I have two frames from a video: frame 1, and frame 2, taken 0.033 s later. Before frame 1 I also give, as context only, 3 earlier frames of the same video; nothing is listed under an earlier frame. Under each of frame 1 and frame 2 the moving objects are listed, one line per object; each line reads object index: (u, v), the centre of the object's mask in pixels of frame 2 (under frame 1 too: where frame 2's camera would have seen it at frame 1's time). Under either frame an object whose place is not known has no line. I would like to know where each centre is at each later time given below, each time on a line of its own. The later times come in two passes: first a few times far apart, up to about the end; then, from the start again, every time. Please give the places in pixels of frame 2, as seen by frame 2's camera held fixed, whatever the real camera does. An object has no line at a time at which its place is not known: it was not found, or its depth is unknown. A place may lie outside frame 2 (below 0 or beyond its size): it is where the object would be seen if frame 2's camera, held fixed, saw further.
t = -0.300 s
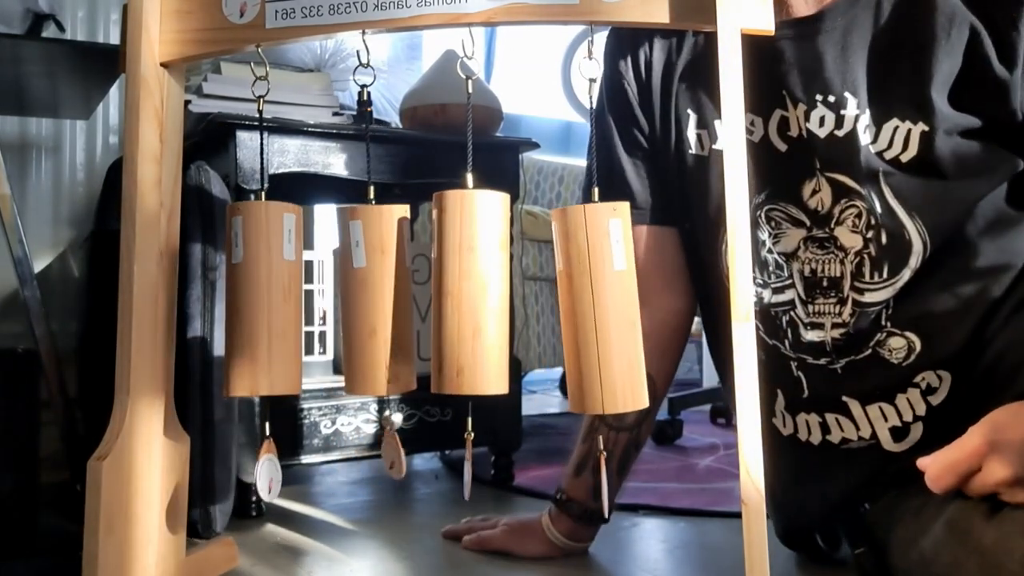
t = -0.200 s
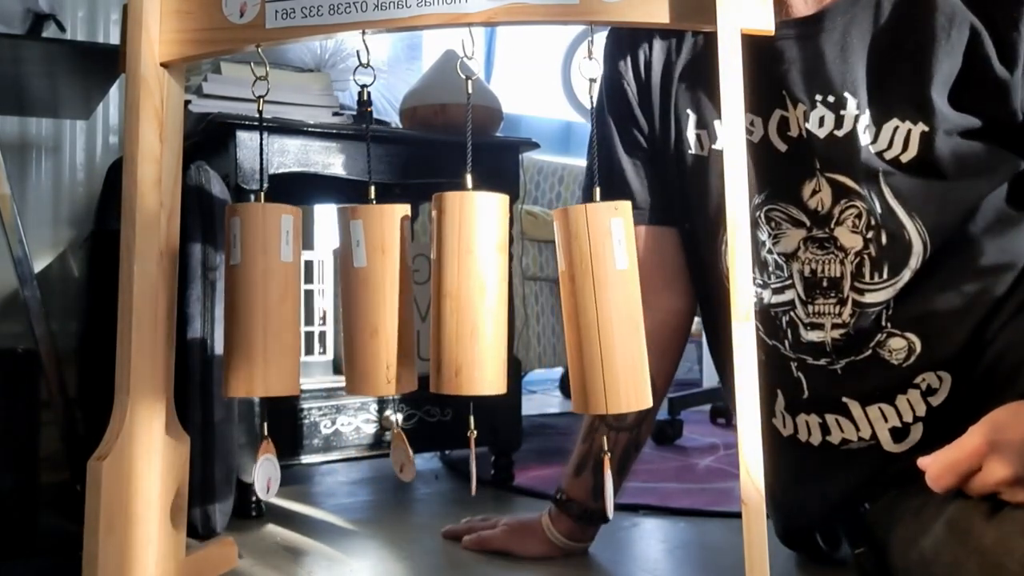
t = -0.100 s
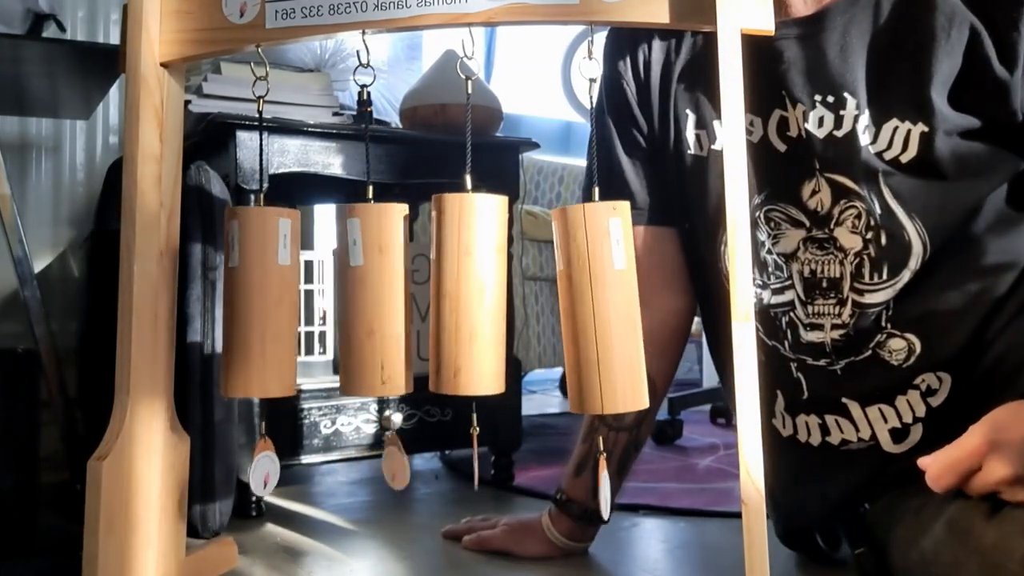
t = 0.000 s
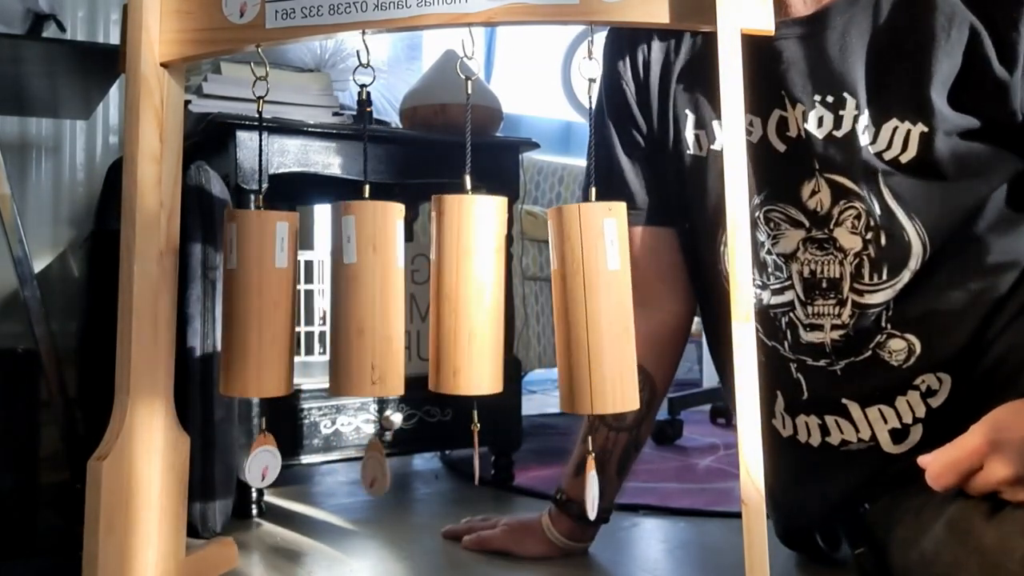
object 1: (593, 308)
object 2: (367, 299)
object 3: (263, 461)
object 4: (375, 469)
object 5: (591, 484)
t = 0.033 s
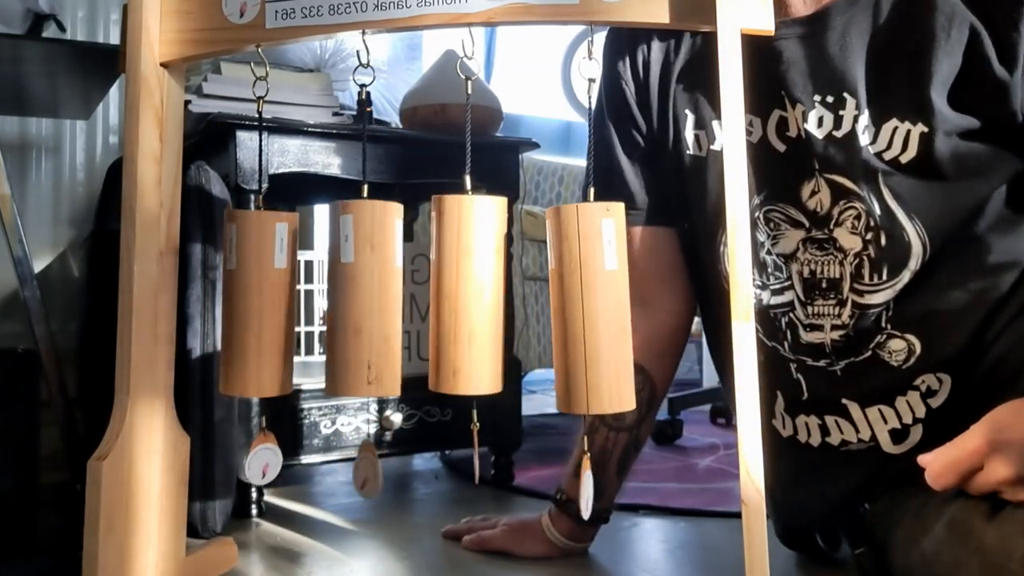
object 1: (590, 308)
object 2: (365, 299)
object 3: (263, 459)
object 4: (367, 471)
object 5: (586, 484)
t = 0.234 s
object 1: (576, 308)
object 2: (353, 298)
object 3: (266, 452)
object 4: (328, 472)
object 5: (558, 479)
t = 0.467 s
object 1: (581, 308)
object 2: (359, 300)
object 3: (266, 467)
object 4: (350, 466)
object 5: (568, 476)
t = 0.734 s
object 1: (600, 309)
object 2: (375, 299)
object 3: (265, 472)
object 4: (400, 455)
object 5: (604, 481)
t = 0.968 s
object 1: (596, 308)
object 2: (370, 300)
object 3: (262, 465)
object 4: (379, 463)
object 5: (596, 484)
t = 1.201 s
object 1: (578, 308)
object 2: (354, 298)
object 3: (263, 454)
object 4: (335, 473)
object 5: (563, 481)
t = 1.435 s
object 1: (578, 308)
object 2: (356, 299)
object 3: (263, 465)
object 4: (346, 469)
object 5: (561, 477)
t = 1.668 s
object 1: (595, 309)
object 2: (373, 299)
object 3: (266, 472)
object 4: (388, 456)
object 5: (596, 481)
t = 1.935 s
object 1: (599, 308)
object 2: (373, 300)
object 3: (262, 468)
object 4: (386, 463)
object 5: (601, 485)
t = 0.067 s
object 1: (587, 309)
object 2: (362, 299)
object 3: (264, 457)
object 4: (358, 472)
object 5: (580, 484)
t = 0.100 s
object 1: (585, 308)
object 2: (359, 298)
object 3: (265, 454)
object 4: (350, 473)
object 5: (575, 484)
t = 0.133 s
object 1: (582, 308)
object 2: (357, 298)
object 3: (265, 453)
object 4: (343, 473)
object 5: (570, 482)
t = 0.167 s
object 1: (580, 308)
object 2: (355, 298)
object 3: (266, 452)
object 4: (337, 473)
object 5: (565, 481)
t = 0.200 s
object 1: (578, 308)
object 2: (353, 298)
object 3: (266, 452)
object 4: (332, 473)
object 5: (561, 479)
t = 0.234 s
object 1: (576, 308)
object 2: (353, 298)
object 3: (266, 452)
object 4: (328, 472)
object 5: (558, 479)
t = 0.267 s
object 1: (575, 308)
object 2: (352, 298)
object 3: (266, 453)
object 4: (326, 471)
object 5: (557, 477)
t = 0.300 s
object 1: (575, 308)
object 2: (352, 298)
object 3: (266, 455)
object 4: (326, 471)
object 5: (556, 476)
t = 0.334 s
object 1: (575, 308)
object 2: (353, 298)
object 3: (266, 458)
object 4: (328, 470)
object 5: (556, 476)
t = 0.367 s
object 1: (576, 308)
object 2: (354, 298)
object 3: (266, 460)
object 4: (331, 470)
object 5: (557, 475)
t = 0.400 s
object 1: (577, 308)
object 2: (356, 299)
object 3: (266, 463)
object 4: (336, 469)
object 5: (560, 475)
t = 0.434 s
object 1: (578, 308)
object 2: (357, 299)
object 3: (266, 465)
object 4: (343, 467)
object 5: (563, 476)
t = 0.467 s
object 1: (581, 308)
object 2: (359, 300)
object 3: (266, 467)
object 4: (350, 466)
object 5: (568, 476)
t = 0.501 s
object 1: (583, 309)
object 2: (362, 300)
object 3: (266, 469)
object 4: (358, 465)
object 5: (572, 477)
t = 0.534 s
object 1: (586, 309)
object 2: (365, 300)
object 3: (266, 470)
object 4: (366, 463)
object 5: (578, 479)
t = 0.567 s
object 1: (589, 309)
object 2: (368, 300)
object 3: (266, 471)
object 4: (374, 461)
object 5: (583, 479)
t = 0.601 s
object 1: (591, 309)
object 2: (370, 300)
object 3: (266, 472)
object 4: (381, 458)
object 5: (588, 479)
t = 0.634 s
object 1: (594, 309)
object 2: (372, 300)
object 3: (266, 472)
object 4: (387, 457)
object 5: (593, 479)
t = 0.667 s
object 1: (596, 309)
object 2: (373, 299)
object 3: (266, 472)
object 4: (393, 456)
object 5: (597, 479)
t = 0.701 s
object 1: (598, 309)
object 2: (375, 299)
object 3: (266, 472)
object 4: (397, 455)
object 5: (601, 480)
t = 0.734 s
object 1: (600, 309)
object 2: (375, 299)
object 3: (265, 472)
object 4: (400, 455)
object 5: (604, 481)
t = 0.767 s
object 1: (601, 309)
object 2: (377, 299)
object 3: (265, 472)
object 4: (401, 455)
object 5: (606, 481)
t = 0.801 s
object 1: (602, 308)
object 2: (377, 300)
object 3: (265, 471)
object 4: (401, 456)
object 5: (606, 482)
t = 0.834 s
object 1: (602, 308)
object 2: (377, 300)
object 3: (264, 471)
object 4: (400, 458)
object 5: (606, 482)
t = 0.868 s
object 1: (601, 308)
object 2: (376, 300)
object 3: (264, 470)
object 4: (396, 459)
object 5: (605, 483)
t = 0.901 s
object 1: (600, 308)
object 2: (374, 300)
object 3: (263, 469)
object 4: (392, 461)
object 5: (603, 483)
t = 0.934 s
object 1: (598, 308)
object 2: (372, 300)
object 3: (262, 467)
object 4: (386, 464)
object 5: (600, 484)
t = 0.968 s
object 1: (596, 308)
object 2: (370, 300)
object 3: (262, 465)
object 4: (379, 463)
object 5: (596, 484)
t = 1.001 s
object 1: (594, 308)
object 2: (369, 300)
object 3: (261, 463)
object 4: (372, 467)
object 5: (592, 485)
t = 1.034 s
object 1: (591, 308)
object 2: (366, 299)
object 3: (261, 461)
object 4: (365, 469)
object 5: (587, 485)
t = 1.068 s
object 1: (588, 308)
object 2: (363, 299)
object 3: (261, 459)
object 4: (358, 471)
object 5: (582, 485)
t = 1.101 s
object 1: (585, 308)
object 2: (361, 298)
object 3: (262, 457)
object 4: (351, 472)
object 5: (577, 485)
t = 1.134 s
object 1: (583, 308)
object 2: (358, 298)
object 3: (263, 455)
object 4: (344, 473)
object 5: (572, 483)
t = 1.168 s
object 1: (580, 308)
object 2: (356, 298)
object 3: (263, 454)
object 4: (339, 473)
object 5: (567, 482)
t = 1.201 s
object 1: (578, 308)
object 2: (354, 298)
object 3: (263, 454)
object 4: (335, 473)
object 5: (563, 481)
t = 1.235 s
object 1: (577, 308)
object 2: (353, 298)
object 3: (262, 454)
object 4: (332, 473)
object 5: (560, 480)
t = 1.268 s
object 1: (576, 308)
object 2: (352, 298)
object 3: (262, 455)
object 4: (331, 473)
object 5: (557, 480)
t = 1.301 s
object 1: (575, 308)
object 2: (352, 298)
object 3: (262, 457)
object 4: (331, 473)
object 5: (555, 479)
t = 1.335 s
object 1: (575, 308)
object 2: (353, 298)
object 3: (262, 458)
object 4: (333, 472)
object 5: (555, 479)
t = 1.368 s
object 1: (575, 308)
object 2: (353, 298)
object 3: (262, 460)
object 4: (336, 471)
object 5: (556, 478)
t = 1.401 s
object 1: (576, 308)
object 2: (355, 299)
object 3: (263, 462)
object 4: (341, 471)
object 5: (558, 478)
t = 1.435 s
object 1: (578, 308)
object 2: (356, 299)
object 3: (263, 465)
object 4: (346, 469)
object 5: (561, 477)
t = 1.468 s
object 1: (580, 308)
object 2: (358, 299)
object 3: (264, 467)
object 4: (352, 468)
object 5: (565, 478)
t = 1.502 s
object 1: (582, 308)
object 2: (361, 300)
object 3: (265, 468)
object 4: (359, 466)
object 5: (570, 479)
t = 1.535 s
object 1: (585, 309)
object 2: (363, 300)
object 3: (265, 470)
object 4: (365, 464)
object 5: (575, 479)
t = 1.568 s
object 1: (588, 308)
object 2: (367, 300)
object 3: (265, 471)
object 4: (371, 462)
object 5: (581, 480)
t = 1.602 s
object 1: (590, 309)
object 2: (369, 300)
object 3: (265, 472)
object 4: (378, 460)
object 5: (587, 481)
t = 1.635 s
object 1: (593, 309)
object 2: (371, 300)
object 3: (266, 472)
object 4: (383, 458)
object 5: (592, 480)
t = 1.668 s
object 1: (595, 309)
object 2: (373, 299)
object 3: (266, 472)
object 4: (388, 456)
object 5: (596, 481)
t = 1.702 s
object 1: (598, 308)
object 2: (374, 299)
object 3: (266, 472)
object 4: (391, 455)
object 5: (600, 481)
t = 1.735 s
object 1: (599, 309)
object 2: (376, 299)
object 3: (267, 472)
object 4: (393, 453)
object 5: (603, 482)
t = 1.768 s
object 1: (600, 308)
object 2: (377, 300)
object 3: (267, 472)
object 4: (395, 455)
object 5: (605, 482)
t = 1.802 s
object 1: (601, 308)
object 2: (377, 299)
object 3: (266, 471)
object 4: (395, 454)
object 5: (606, 482)
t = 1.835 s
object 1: (601, 308)
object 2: (377, 300)
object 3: (265, 471)
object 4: (394, 456)
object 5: (606, 483)
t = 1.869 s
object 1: (601, 308)
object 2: (377, 300)
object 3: (265, 470)
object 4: (392, 458)
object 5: (605, 484)
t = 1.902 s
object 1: (600, 308)
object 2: (375, 300)
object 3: (263, 469)
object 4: (389, 460)
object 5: (603, 484)
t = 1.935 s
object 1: (599, 308)
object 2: (373, 300)
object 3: (262, 468)
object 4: (386, 463)
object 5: (601, 485)
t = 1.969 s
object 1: (597, 308)
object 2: (371, 300)
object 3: (261, 466)
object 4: (381, 462)
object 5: (597, 485)
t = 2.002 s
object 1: (595, 308)
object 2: (370, 300)
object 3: (260, 464)
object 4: (376, 466)
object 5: (593, 485)
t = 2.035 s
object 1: (592, 308)
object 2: (368, 299)
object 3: (259, 462)
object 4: (371, 468)
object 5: (588, 486)
